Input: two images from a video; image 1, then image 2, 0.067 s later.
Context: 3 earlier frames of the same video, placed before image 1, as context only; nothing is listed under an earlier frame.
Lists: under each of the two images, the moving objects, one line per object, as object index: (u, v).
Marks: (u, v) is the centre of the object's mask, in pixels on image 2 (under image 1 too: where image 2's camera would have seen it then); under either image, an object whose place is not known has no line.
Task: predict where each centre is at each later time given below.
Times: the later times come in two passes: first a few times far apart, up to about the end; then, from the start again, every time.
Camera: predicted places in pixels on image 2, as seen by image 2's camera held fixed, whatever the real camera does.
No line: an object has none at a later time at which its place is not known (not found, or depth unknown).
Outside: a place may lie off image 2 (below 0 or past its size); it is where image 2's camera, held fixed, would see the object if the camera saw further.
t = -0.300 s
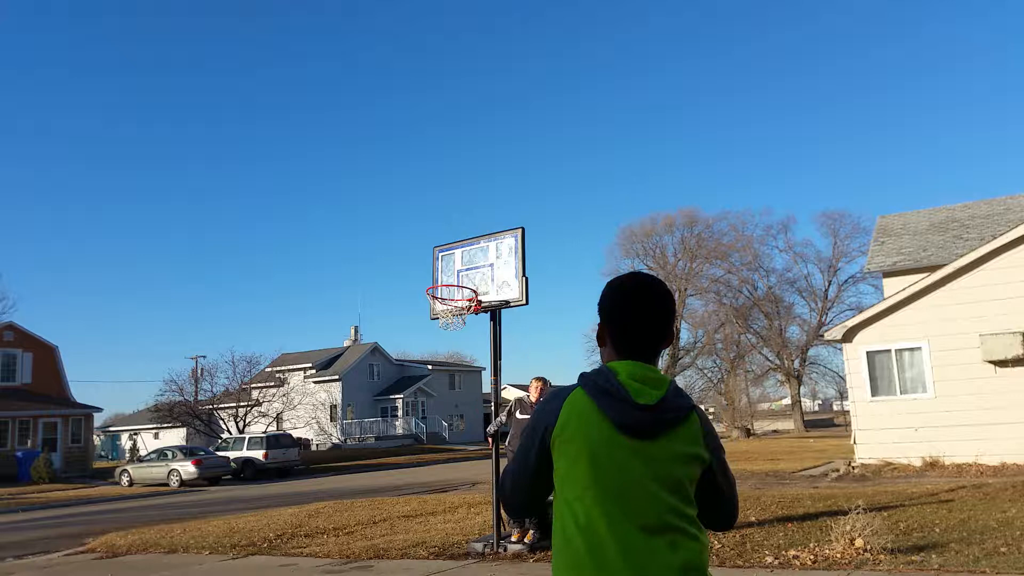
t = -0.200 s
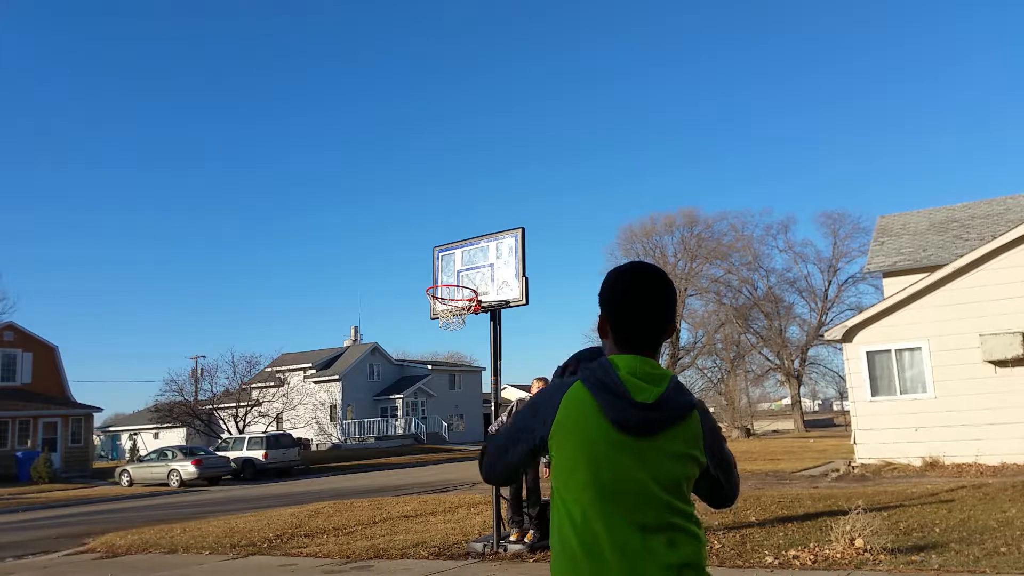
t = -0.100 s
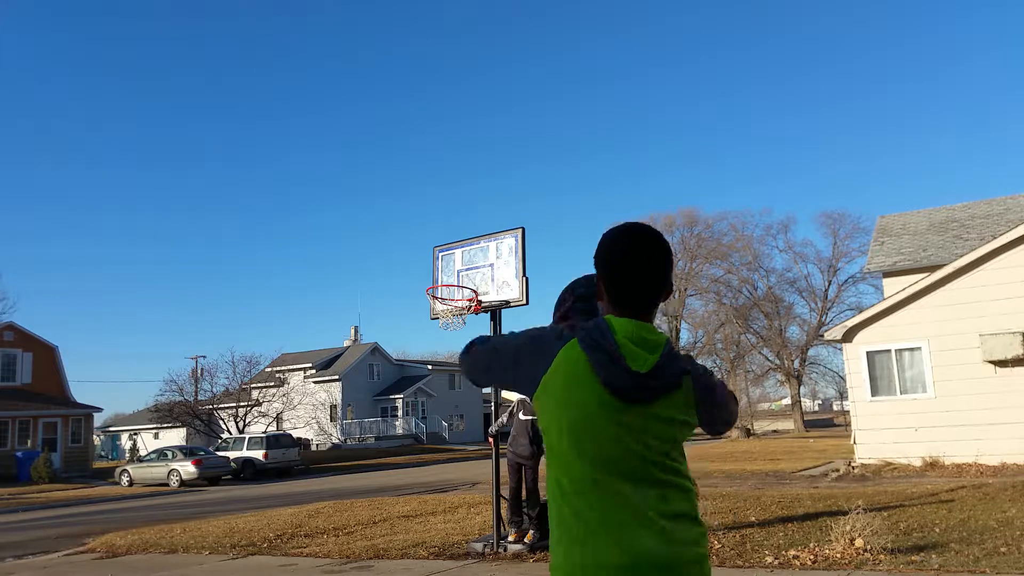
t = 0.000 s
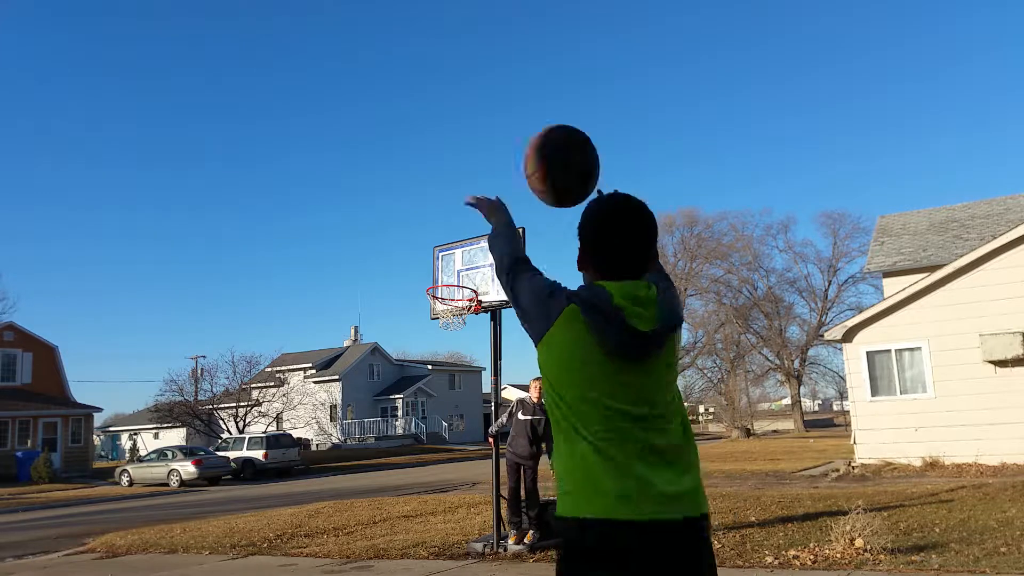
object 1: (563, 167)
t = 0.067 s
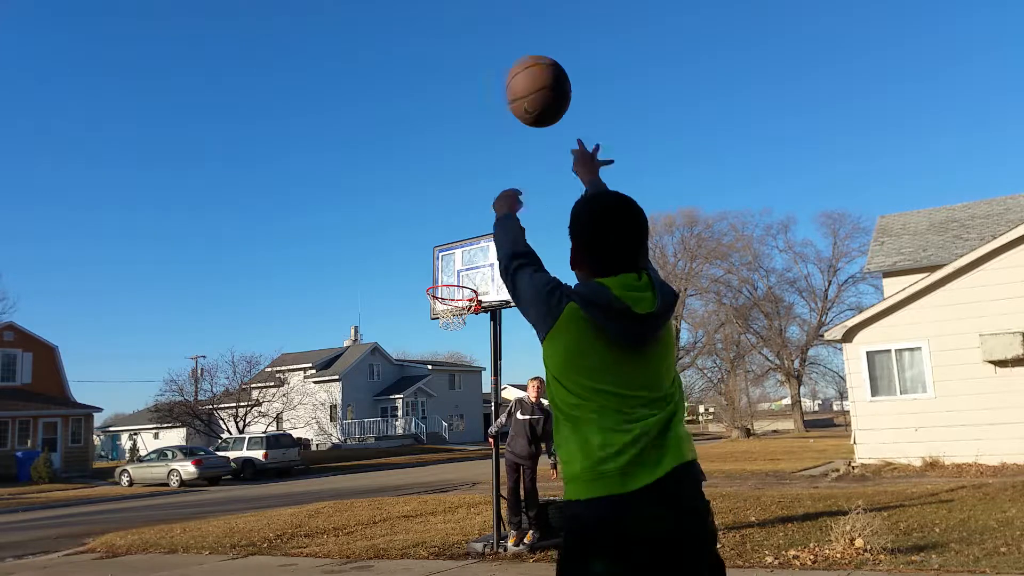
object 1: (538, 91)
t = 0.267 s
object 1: (498, 14)
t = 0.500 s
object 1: (478, 22)
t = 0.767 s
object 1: (470, 111)
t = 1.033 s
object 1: (468, 241)
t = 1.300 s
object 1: (468, 253)
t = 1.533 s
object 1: (442, 258)
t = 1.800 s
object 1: (414, 289)
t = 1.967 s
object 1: (398, 335)
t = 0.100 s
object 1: (529, 66)
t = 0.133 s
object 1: (521, 46)
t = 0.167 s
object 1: (514, 30)
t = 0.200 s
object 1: (509, 22)
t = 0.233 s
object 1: (504, 17)
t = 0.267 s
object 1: (498, 14)
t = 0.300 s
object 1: (494, 12)
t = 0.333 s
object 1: (490, 11)
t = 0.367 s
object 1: (487, 11)
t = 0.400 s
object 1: (485, 13)
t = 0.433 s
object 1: (482, 14)
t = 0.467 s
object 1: (480, 17)
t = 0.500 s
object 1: (478, 22)
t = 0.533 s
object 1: (477, 30)
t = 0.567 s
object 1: (475, 39)
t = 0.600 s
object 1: (473, 49)
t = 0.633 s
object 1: (473, 60)
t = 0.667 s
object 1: (472, 72)
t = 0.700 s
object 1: (471, 84)
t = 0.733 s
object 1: (470, 98)
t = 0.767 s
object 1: (470, 111)
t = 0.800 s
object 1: (469, 126)
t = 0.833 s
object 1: (469, 141)
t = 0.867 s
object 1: (469, 157)
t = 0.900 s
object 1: (468, 172)
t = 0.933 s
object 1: (468, 189)
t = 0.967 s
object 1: (468, 206)
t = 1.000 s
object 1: (468, 223)
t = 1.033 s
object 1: (468, 241)
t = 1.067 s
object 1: (468, 260)
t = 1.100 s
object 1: (469, 277)
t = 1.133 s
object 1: (472, 272)
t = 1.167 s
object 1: (474, 268)
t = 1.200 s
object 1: (476, 265)
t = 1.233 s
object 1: (475, 261)
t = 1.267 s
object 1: (472, 256)
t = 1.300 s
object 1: (468, 253)
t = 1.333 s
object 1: (464, 250)
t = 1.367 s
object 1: (460, 249)
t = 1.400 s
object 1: (457, 248)
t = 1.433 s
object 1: (454, 249)
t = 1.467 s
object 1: (449, 251)
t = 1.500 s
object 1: (445, 254)
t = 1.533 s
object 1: (442, 258)
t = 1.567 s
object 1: (438, 264)
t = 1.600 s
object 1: (435, 271)
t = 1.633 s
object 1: (431, 272)
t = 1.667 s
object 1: (428, 273)
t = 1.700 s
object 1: (424, 275)
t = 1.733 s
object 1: (421, 279)
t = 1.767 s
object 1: (418, 283)
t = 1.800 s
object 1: (414, 289)
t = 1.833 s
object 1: (411, 295)
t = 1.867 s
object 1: (408, 304)
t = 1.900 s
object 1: (404, 313)
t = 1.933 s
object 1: (401, 323)
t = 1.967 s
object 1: (398, 335)
